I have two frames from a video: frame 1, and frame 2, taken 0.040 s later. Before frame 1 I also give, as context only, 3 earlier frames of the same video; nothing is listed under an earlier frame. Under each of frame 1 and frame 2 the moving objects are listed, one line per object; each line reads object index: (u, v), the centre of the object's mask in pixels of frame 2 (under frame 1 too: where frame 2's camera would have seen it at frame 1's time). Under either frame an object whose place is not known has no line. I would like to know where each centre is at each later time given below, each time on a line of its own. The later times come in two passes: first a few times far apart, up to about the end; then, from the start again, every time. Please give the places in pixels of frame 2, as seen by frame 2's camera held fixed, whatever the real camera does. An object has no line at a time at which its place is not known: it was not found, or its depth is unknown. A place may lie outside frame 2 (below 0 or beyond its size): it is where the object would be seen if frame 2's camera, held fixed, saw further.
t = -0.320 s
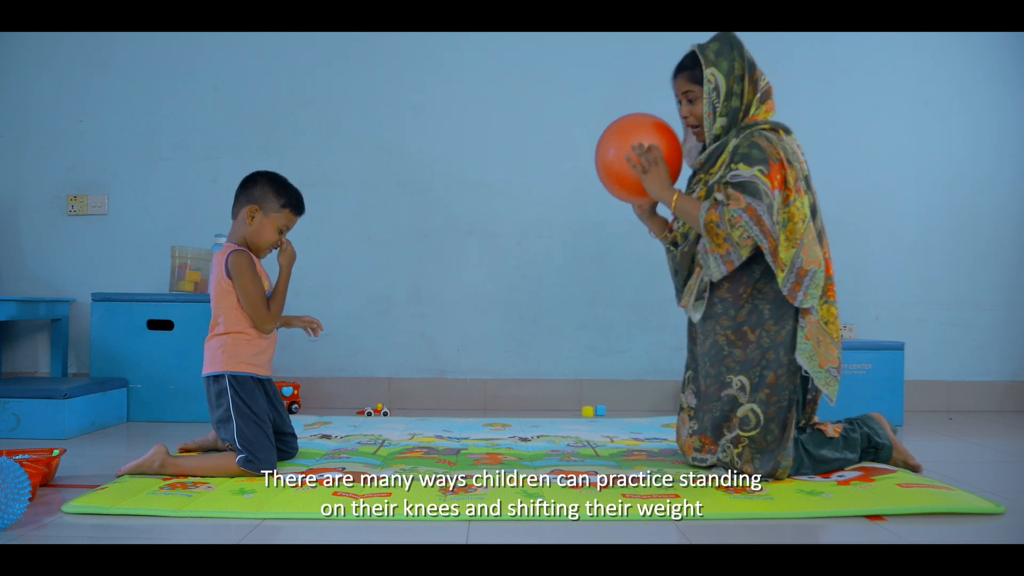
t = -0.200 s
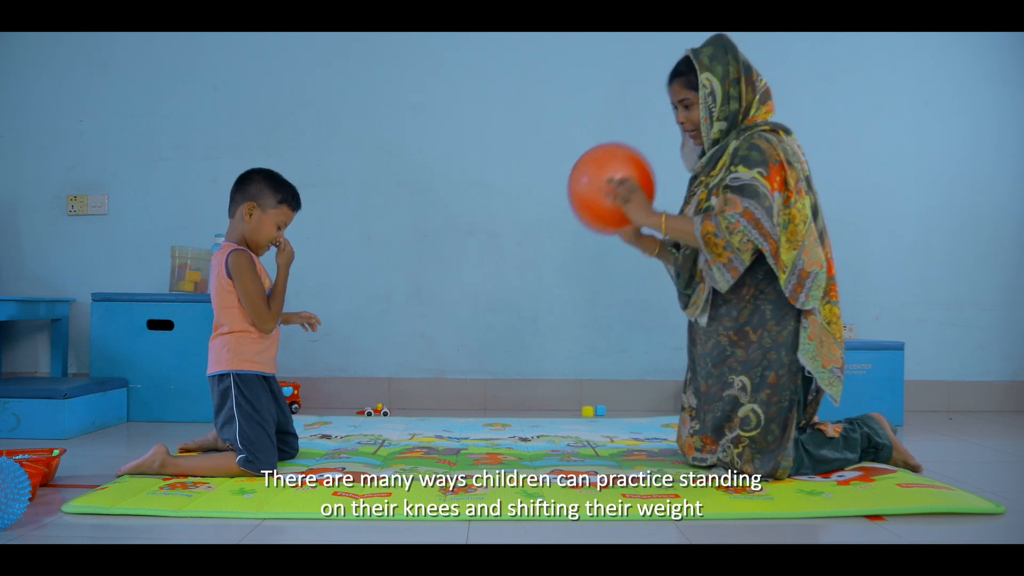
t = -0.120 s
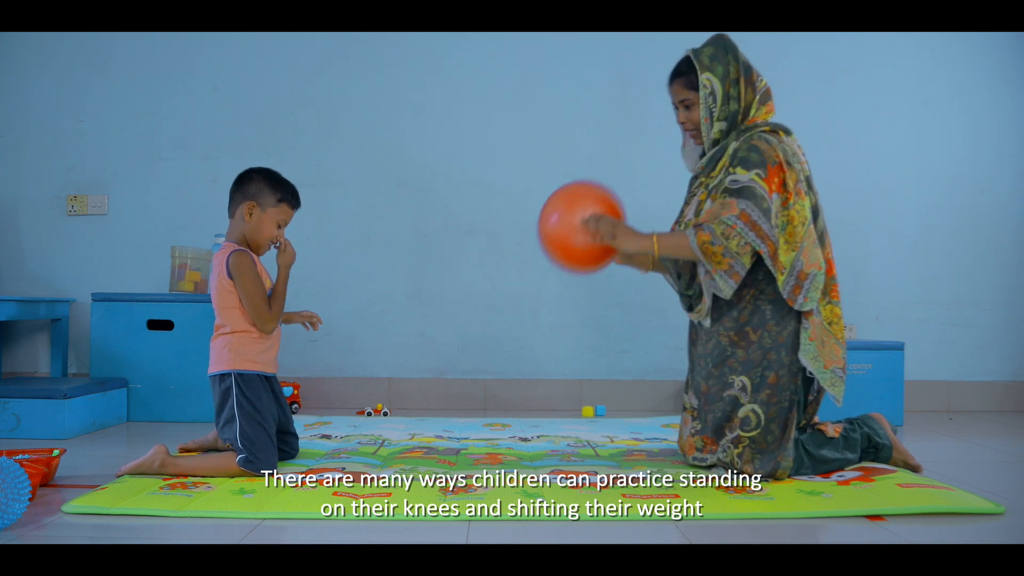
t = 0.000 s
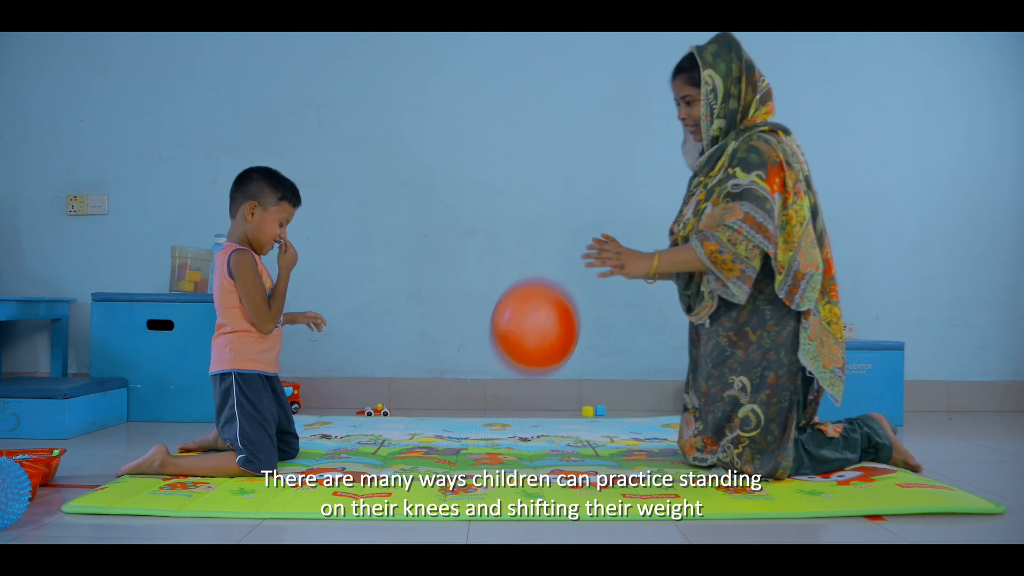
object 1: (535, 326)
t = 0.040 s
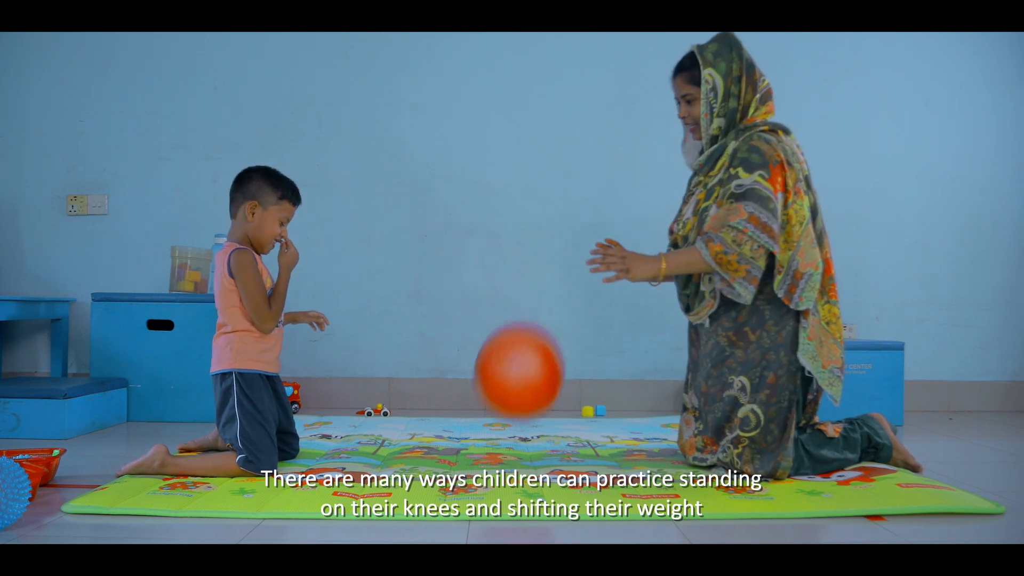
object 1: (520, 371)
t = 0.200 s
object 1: (471, 335)
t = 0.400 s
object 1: (414, 254)
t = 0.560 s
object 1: (368, 284)
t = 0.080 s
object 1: (505, 420)
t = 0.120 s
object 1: (493, 400)
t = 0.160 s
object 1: (482, 366)
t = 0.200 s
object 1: (471, 335)
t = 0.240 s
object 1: (460, 309)
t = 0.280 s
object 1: (449, 287)
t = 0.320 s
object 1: (437, 271)
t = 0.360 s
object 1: (426, 260)
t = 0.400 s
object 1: (414, 254)
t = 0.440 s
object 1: (403, 253)
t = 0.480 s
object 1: (391, 258)
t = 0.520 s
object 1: (379, 268)
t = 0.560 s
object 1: (368, 284)
